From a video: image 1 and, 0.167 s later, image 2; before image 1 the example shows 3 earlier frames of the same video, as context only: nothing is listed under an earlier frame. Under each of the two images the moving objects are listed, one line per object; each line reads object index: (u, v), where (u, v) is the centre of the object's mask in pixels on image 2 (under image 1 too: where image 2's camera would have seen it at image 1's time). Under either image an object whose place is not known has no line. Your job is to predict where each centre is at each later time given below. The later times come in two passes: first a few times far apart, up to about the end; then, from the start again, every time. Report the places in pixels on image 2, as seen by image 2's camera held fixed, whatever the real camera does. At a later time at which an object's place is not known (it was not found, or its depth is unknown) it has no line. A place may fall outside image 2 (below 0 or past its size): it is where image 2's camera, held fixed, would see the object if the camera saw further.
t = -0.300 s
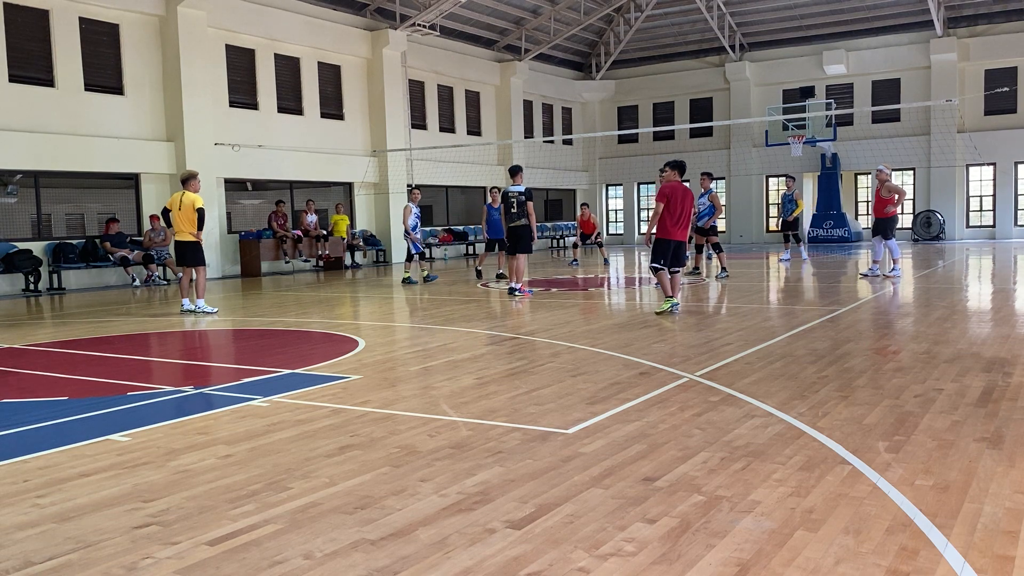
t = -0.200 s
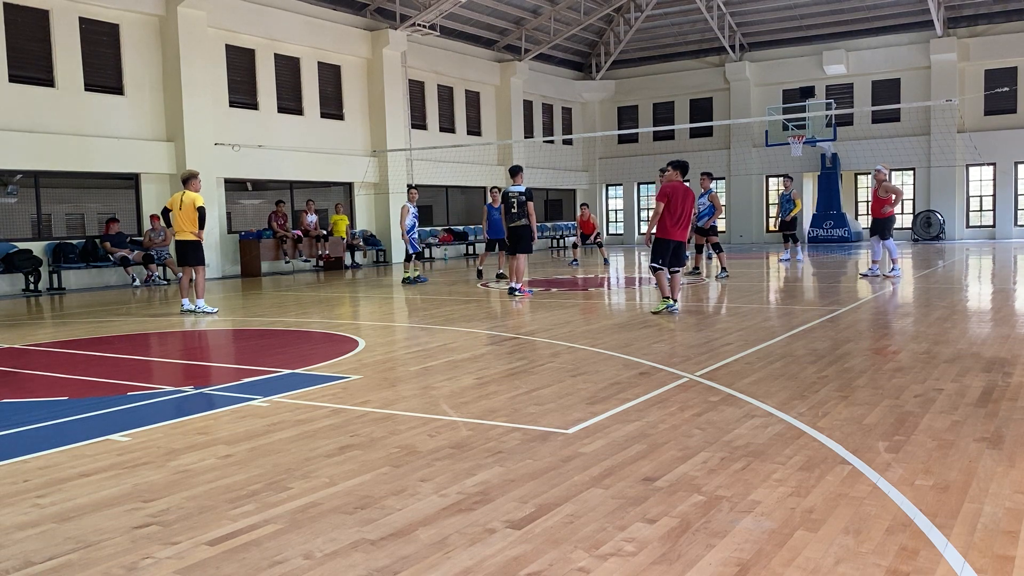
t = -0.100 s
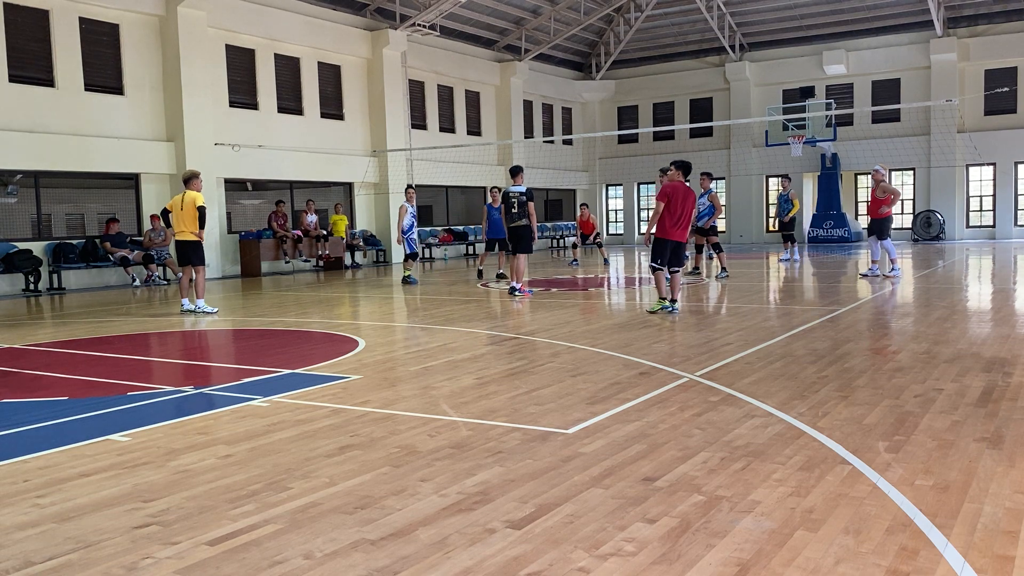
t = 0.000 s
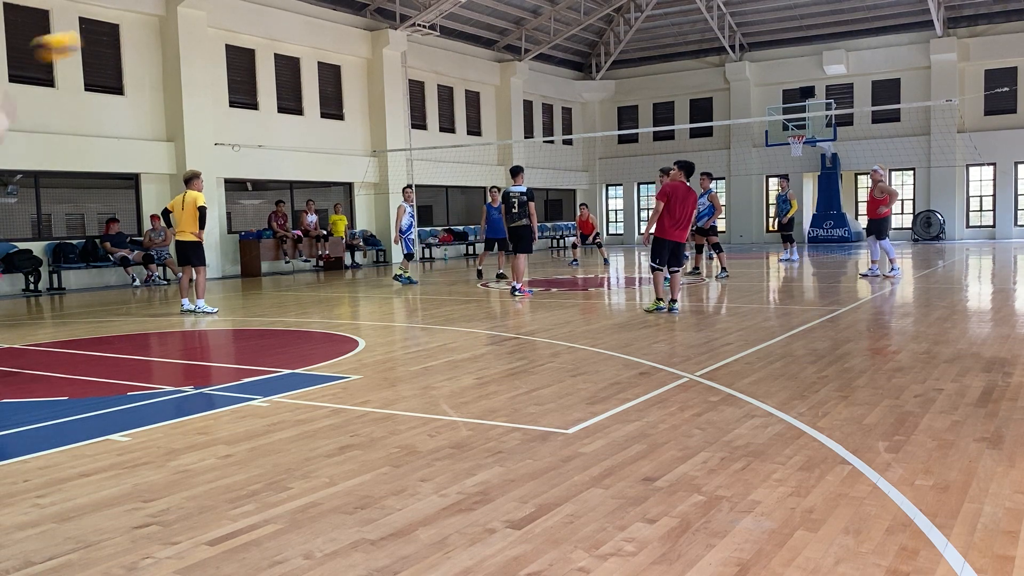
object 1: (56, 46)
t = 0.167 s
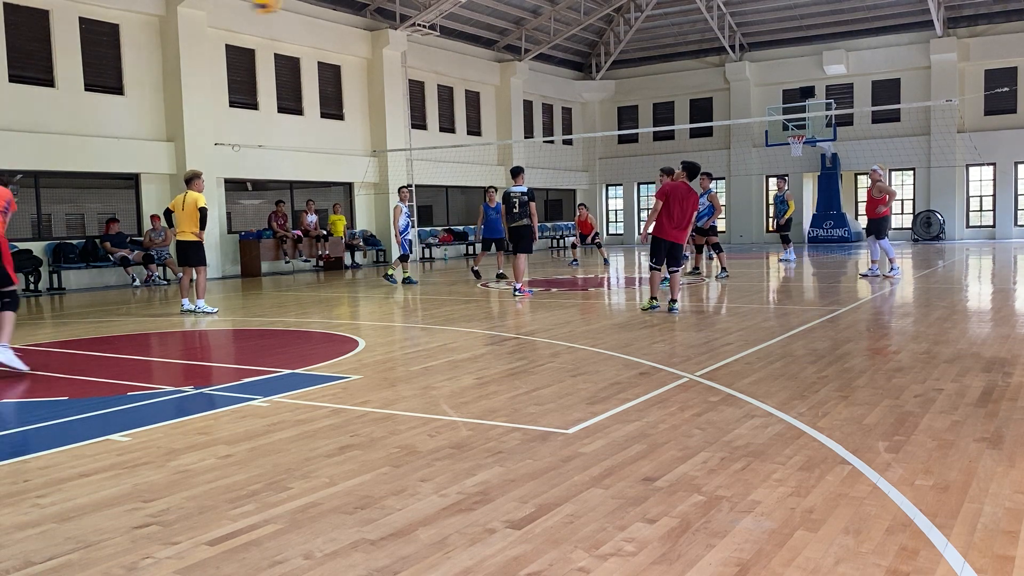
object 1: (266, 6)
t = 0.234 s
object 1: (327, 4)
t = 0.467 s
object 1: (470, 13)
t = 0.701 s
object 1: (561, 50)
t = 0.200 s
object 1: (297, 4)
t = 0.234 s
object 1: (327, 4)
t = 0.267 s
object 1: (351, 4)
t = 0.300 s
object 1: (374, 4)
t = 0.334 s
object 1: (398, 4)
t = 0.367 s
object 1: (419, 5)
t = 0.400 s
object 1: (436, 6)
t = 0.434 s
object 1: (454, 9)
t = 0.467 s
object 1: (470, 13)
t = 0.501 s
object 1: (486, 17)
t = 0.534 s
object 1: (501, 23)
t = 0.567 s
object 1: (514, 28)
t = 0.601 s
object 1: (526, 33)
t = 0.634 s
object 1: (538, 38)
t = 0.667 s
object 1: (550, 43)
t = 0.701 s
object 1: (561, 50)
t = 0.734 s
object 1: (571, 56)
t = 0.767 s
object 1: (581, 63)
